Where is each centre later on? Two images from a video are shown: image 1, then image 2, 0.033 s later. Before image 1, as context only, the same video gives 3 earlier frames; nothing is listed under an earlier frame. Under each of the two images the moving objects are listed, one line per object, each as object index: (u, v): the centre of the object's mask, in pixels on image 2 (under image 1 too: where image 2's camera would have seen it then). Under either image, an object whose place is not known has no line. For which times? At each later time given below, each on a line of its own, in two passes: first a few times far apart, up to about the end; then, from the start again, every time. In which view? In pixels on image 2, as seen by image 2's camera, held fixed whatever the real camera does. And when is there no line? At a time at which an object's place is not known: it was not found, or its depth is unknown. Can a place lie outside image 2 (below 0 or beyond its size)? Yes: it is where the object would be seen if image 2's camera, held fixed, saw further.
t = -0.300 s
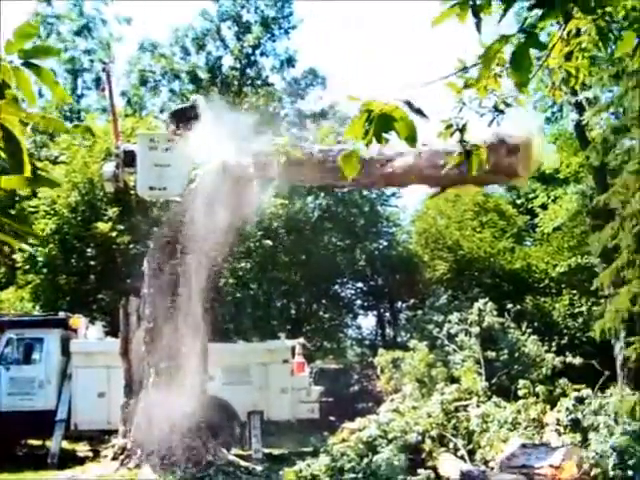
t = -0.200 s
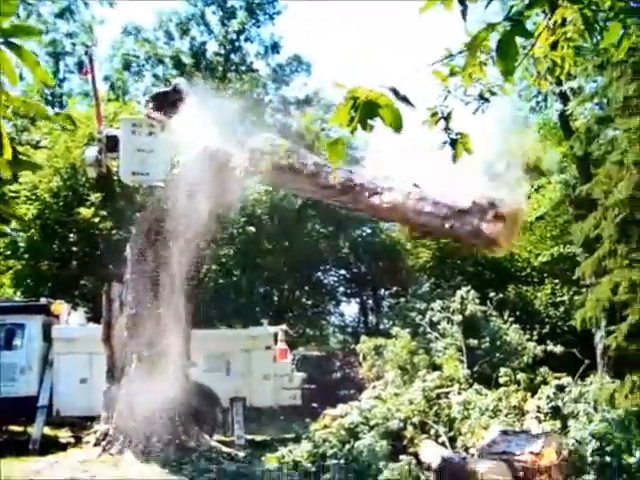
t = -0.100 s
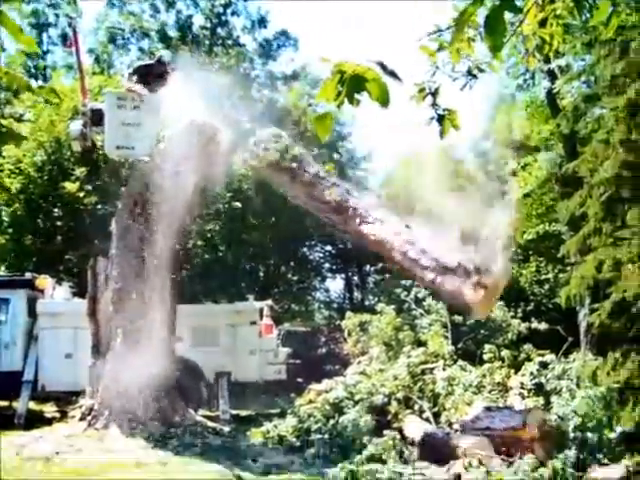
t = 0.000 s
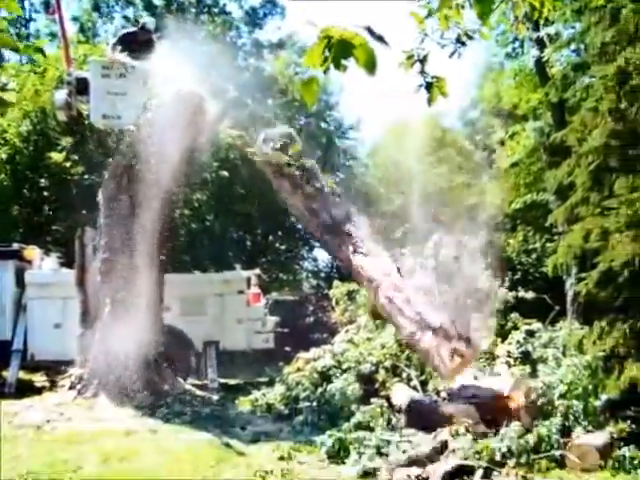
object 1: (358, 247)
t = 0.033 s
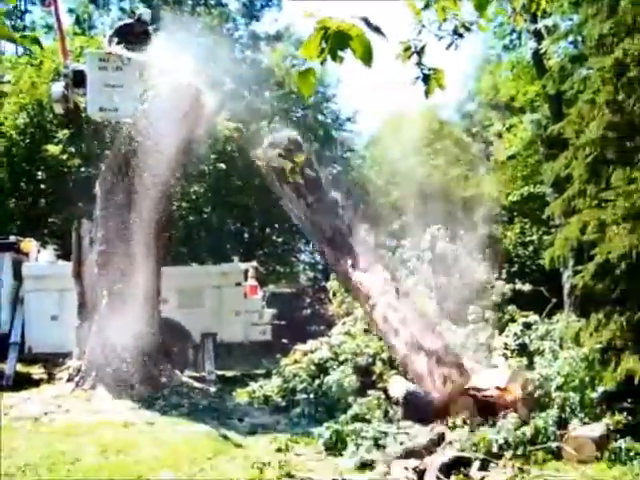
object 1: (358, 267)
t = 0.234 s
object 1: (346, 318)
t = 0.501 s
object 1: (389, 386)
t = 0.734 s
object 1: (328, 330)
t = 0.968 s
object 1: (316, 303)
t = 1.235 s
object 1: (310, 305)
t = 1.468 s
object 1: (315, 333)
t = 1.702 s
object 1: (316, 381)
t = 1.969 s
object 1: (315, 368)
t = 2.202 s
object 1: (317, 374)
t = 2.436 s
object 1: (316, 386)
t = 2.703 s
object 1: (308, 370)
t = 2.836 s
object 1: (303, 375)
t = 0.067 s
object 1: (360, 289)
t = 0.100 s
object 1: (358, 301)
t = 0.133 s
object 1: (354, 306)
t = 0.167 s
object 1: (352, 311)
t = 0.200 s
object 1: (348, 313)
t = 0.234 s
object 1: (346, 318)
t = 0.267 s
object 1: (352, 334)
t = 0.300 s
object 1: (357, 344)
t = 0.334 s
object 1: (378, 356)
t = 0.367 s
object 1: (372, 359)
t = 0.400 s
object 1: (379, 367)
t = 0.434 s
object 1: (381, 371)
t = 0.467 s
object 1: (382, 380)
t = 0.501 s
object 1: (389, 386)
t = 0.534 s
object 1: (391, 384)
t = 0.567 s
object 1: (392, 381)
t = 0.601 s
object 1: (337, 355)
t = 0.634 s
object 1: (333, 349)
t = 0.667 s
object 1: (330, 343)
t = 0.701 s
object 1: (329, 336)
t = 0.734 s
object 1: (328, 330)
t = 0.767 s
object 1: (324, 325)
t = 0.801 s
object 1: (323, 320)
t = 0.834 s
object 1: (321, 315)
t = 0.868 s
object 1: (320, 311)
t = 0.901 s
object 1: (319, 306)
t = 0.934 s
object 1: (317, 304)
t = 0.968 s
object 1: (316, 303)
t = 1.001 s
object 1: (315, 302)
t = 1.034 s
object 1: (313, 302)
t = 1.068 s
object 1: (311, 301)
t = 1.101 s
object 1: (311, 301)
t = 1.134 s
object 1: (311, 301)
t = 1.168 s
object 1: (310, 303)
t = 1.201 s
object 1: (310, 304)
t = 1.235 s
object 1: (310, 305)
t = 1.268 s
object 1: (310, 307)
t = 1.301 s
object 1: (311, 310)
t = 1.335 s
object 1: (312, 312)
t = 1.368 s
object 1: (314, 316)
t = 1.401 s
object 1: (314, 320)
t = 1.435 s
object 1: (315, 323)
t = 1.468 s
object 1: (315, 333)
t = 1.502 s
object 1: (317, 339)
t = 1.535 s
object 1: (314, 349)
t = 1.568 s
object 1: (318, 355)
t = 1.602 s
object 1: (316, 364)
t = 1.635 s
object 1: (315, 372)
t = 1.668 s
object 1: (315, 377)
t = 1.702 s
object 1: (316, 381)
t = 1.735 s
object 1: (313, 379)
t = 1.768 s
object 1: (313, 379)
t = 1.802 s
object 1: (313, 377)
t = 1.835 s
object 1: (312, 373)
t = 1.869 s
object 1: (315, 372)
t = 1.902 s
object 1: (315, 369)
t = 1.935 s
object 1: (315, 368)
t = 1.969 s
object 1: (315, 368)
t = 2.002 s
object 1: (316, 368)
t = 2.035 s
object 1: (316, 369)
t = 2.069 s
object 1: (317, 369)
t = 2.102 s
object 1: (316, 369)
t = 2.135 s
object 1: (316, 370)
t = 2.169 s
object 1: (316, 372)
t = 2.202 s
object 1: (317, 374)
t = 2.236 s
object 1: (316, 376)
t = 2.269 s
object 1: (316, 379)
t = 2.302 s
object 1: (335, 384)
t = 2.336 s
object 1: (315, 384)
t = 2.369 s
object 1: (317, 385)
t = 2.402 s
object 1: (317, 386)
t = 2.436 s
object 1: (316, 386)
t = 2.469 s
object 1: (315, 384)
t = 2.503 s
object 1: (312, 382)
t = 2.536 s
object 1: (316, 379)
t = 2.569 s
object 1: (313, 376)
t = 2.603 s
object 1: (312, 373)
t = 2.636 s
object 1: (310, 371)
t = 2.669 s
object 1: (309, 370)
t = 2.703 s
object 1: (308, 370)
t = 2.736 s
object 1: (308, 370)
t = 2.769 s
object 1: (307, 371)
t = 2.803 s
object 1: (305, 372)
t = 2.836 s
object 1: (303, 375)
